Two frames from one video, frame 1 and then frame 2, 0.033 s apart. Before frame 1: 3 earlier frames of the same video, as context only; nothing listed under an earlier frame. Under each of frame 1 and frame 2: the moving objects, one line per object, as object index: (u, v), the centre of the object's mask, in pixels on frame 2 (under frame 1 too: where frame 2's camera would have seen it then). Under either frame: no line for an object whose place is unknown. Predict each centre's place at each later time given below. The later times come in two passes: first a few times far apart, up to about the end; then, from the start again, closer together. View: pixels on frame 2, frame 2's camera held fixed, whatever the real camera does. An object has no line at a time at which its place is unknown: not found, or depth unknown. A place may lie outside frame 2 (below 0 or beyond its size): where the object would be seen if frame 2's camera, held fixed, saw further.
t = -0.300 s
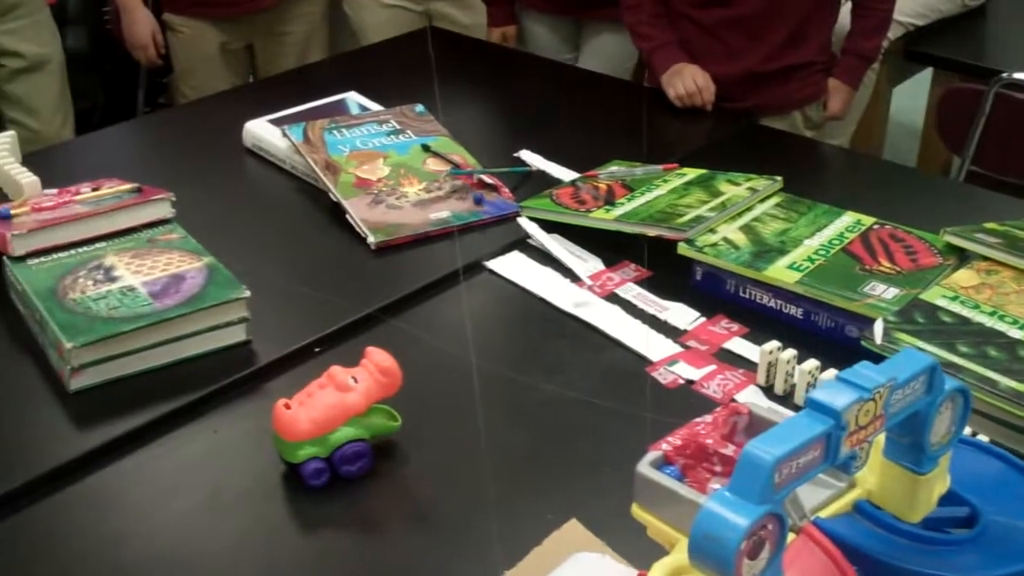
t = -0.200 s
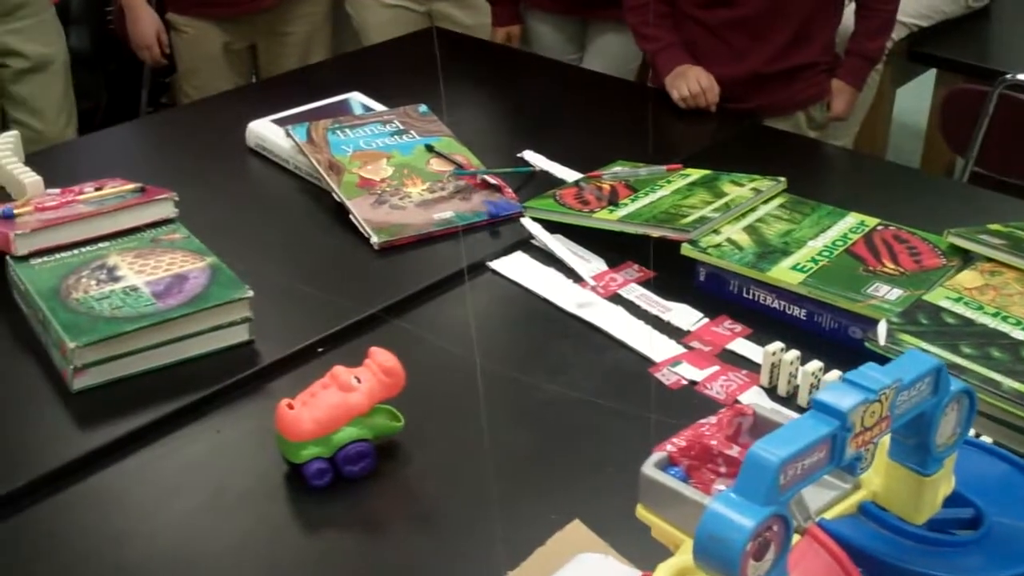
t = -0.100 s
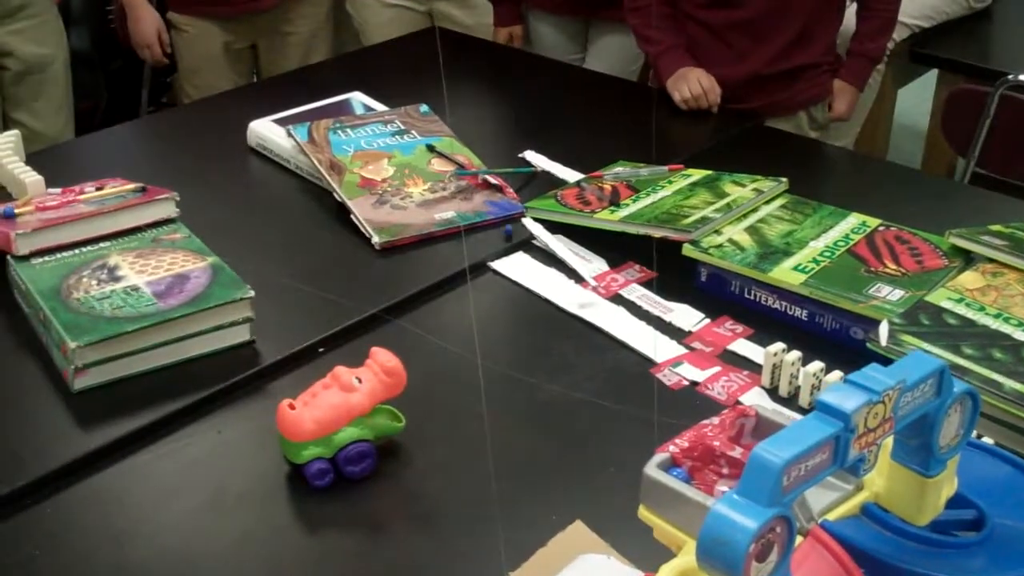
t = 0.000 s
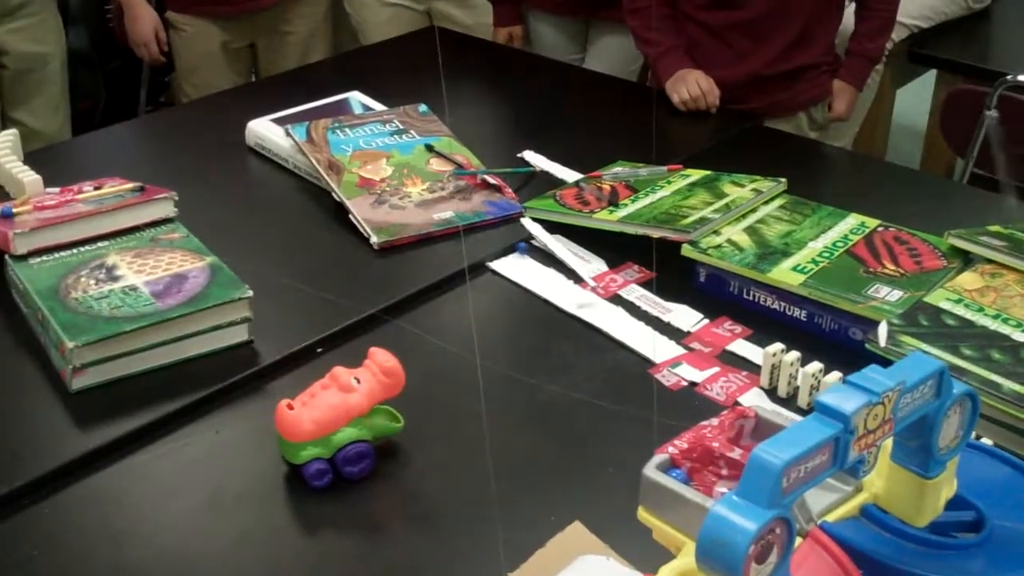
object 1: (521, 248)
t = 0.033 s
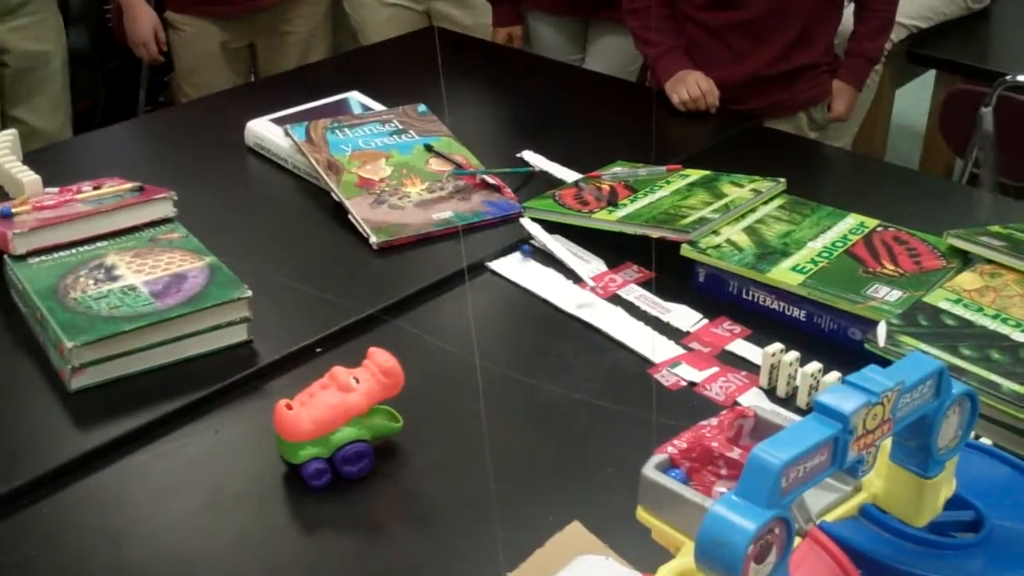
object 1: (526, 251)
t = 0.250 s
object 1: (556, 278)
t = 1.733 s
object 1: (532, 395)
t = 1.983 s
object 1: (520, 403)
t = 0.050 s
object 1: (527, 255)
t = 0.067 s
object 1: (530, 257)
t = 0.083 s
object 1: (533, 259)
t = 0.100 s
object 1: (536, 261)
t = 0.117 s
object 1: (538, 263)
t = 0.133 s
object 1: (540, 264)
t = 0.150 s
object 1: (542, 268)
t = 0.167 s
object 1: (545, 269)
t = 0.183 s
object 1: (548, 271)
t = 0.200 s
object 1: (550, 273)
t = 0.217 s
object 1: (552, 275)
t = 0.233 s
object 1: (554, 276)
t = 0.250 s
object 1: (556, 278)
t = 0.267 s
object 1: (558, 280)
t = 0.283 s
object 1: (560, 282)
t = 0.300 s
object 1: (562, 284)
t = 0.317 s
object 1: (564, 286)
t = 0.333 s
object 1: (566, 287)
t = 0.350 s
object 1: (568, 289)
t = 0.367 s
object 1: (570, 291)
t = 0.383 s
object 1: (572, 293)
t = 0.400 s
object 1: (573, 295)
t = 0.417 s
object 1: (575, 297)
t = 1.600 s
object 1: (540, 388)
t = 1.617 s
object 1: (540, 389)
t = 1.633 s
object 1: (538, 389)
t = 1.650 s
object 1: (538, 390)
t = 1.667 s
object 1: (536, 391)
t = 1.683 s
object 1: (535, 392)
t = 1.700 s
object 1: (534, 393)
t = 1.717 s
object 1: (533, 394)
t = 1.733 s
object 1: (532, 395)
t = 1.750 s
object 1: (531, 395)
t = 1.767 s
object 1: (530, 396)
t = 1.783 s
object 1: (529, 397)
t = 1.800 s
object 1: (528, 398)
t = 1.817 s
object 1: (527, 398)
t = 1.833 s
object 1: (526, 399)
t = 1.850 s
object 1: (526, 399)
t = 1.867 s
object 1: (525, 400)
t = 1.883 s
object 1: (524, 400)
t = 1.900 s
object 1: (523, 401)
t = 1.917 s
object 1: (523, 401)
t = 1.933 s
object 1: (522, 402)
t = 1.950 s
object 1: (521, 402)
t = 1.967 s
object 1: (521, 402)
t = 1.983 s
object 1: (520, 403)
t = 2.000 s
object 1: (520, 403)
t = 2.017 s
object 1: (519, 403)
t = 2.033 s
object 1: (518, 404)
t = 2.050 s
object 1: (518, 404)
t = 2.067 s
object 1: (517, 404)
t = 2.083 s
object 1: (516, 405)
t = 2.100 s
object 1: (515, 405)
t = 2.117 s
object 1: (514, 406)
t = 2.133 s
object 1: (514, 406)
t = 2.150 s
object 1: (513, 407)
